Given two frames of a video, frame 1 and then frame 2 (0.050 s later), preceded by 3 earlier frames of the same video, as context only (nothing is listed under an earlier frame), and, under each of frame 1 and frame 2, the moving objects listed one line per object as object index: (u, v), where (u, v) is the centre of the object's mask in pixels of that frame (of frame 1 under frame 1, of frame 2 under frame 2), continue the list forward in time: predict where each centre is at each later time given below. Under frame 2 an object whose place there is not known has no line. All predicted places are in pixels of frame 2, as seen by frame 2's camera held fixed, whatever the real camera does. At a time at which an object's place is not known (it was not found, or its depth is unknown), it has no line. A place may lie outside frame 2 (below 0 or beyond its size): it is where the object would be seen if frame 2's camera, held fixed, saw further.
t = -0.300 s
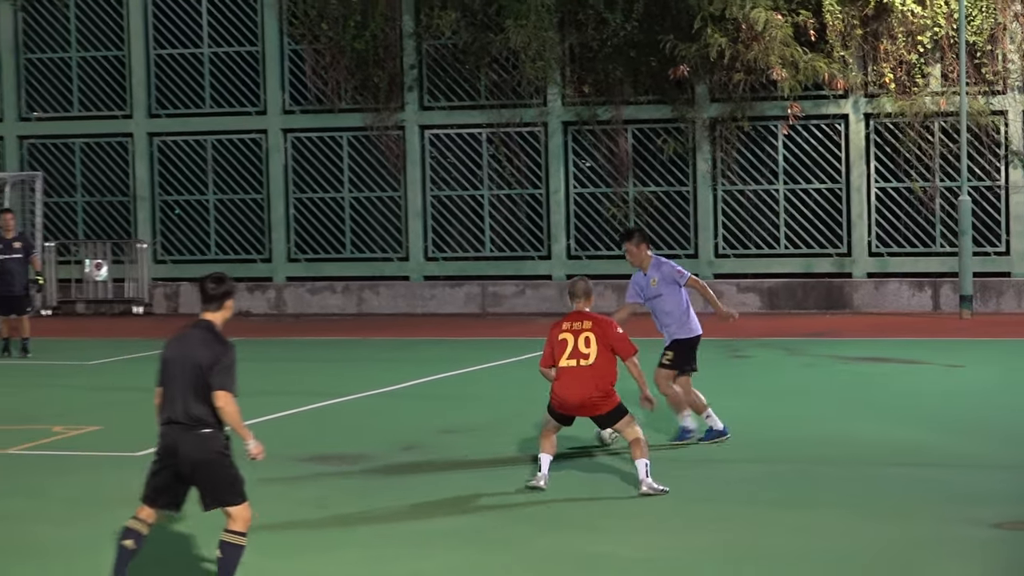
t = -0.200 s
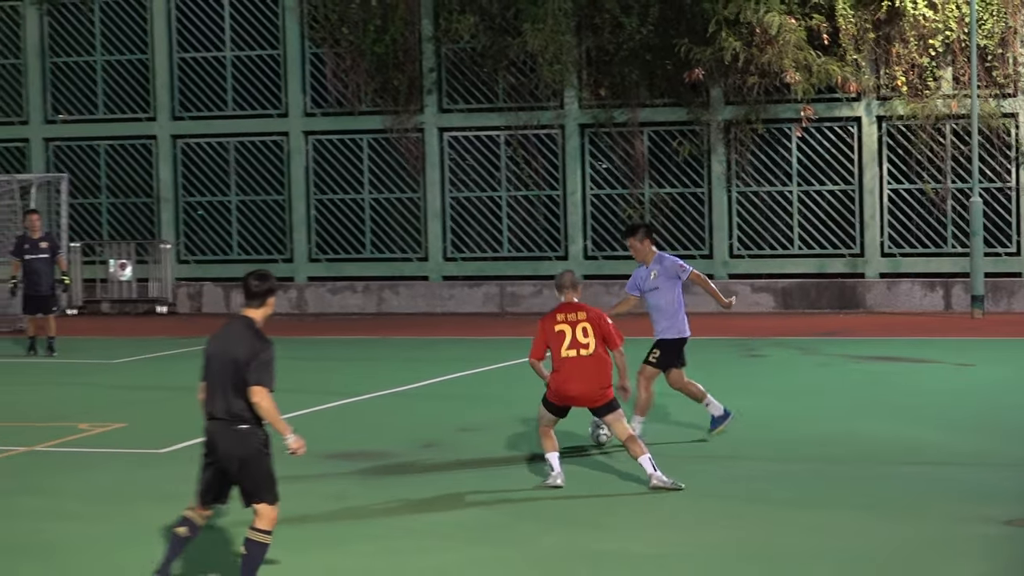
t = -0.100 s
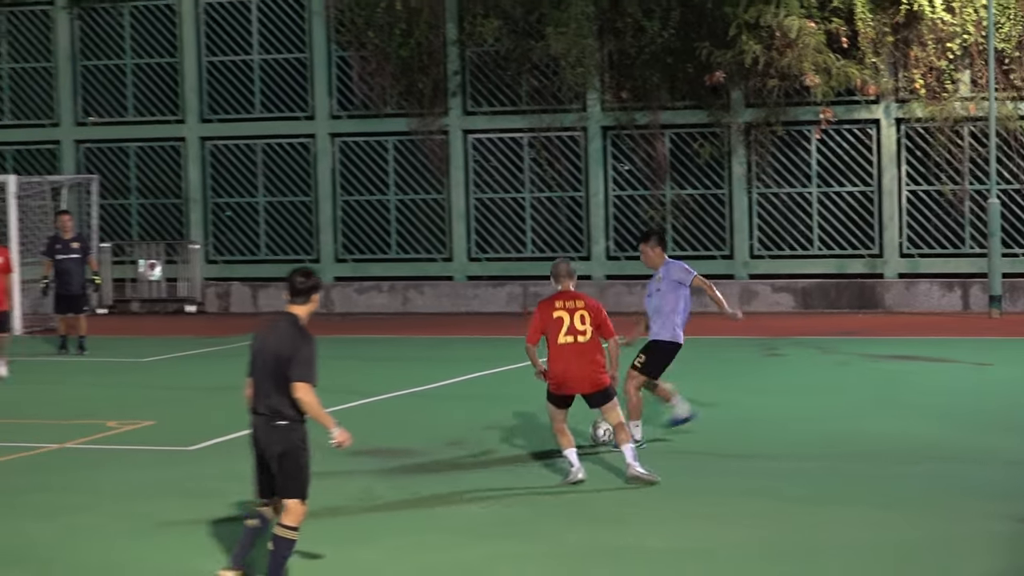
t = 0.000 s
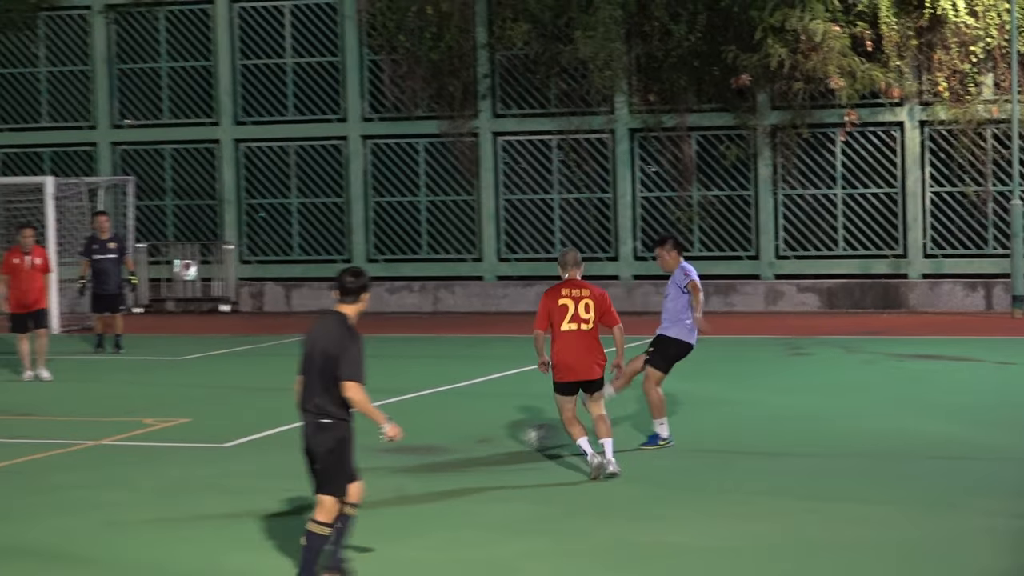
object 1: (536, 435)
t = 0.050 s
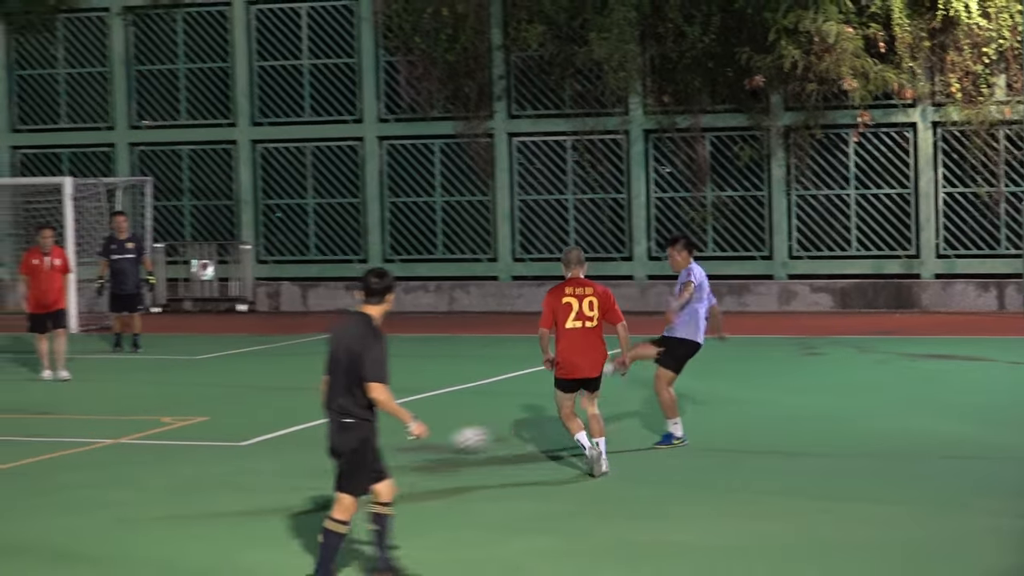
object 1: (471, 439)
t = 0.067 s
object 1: (441, 441)
